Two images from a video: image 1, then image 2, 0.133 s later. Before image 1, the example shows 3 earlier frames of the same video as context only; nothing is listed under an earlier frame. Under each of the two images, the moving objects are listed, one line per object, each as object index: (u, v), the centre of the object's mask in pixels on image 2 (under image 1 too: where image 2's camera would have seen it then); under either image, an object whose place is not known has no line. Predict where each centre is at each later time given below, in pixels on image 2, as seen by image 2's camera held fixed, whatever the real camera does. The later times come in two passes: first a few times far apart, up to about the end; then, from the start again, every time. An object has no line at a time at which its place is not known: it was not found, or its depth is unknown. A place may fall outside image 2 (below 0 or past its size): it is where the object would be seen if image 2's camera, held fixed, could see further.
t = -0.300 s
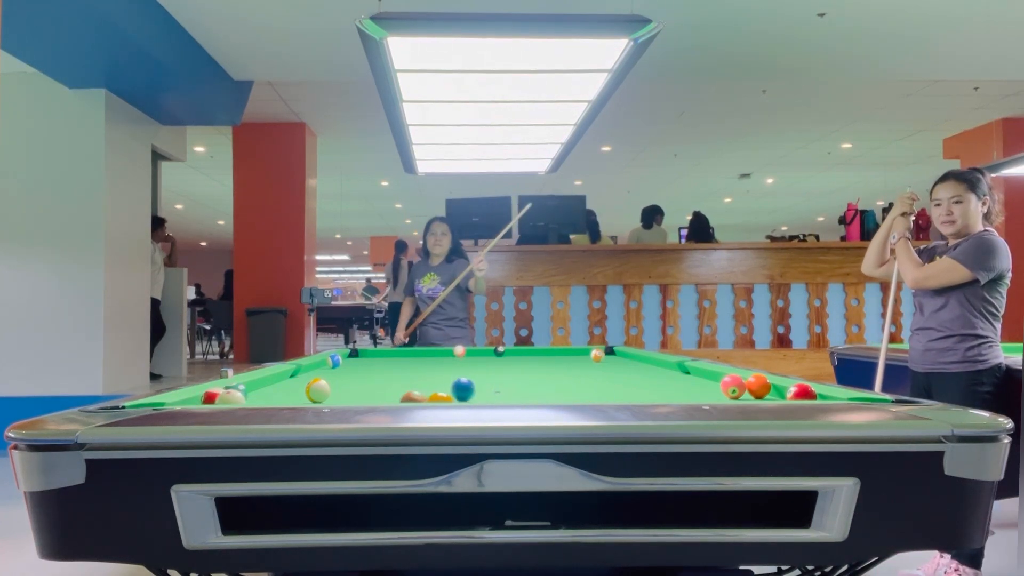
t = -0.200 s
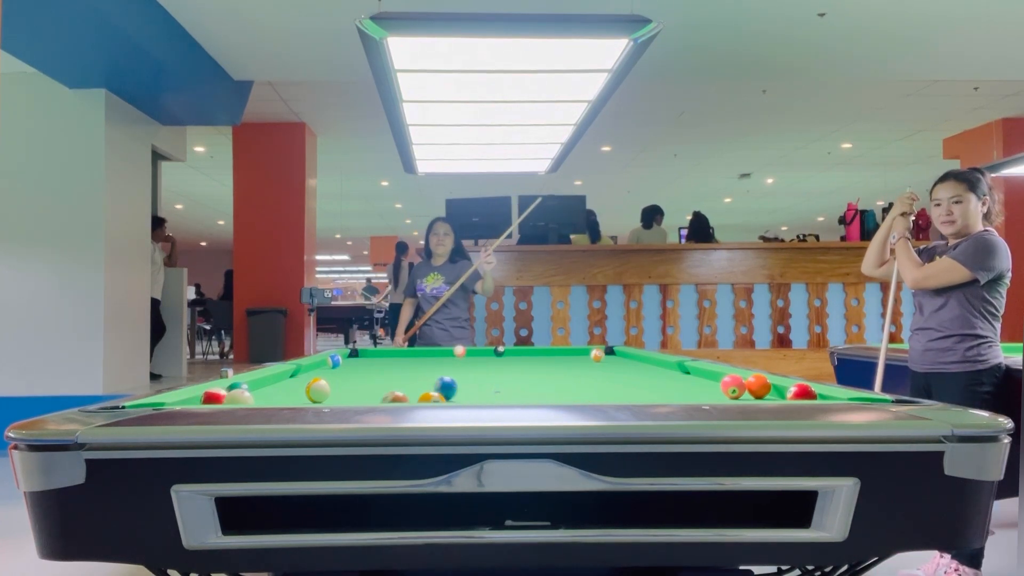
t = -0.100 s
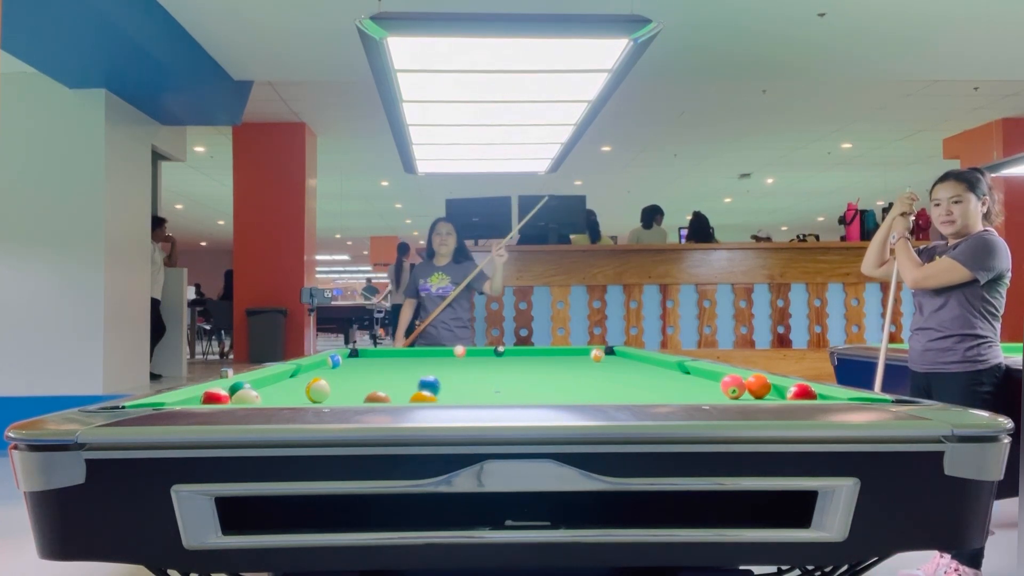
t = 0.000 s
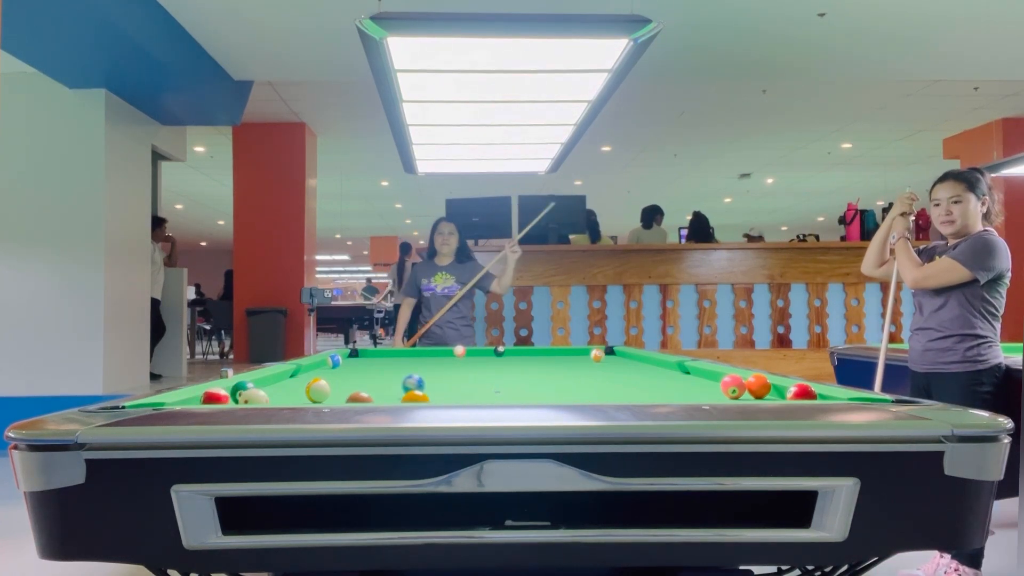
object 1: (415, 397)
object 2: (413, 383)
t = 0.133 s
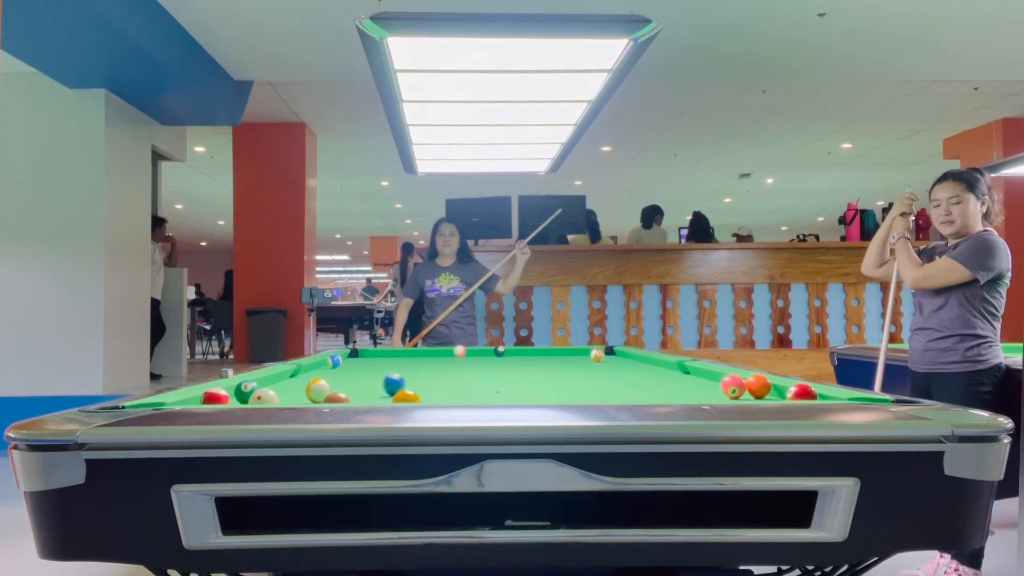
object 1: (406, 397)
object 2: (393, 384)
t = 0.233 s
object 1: (399, 397)
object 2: (380, 383)
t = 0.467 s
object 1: (386, 396)
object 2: (351, 381)
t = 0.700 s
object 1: (375, 396)
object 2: (327, 376)
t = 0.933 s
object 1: (366, 396)
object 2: (301, 376)
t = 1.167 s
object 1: (359, 395)
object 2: (288, 375)
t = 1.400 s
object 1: (358, 395)
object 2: (302, 374)
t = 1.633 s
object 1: (361, 394)
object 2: (317, 372)
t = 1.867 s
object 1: (363, 394)
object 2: (330, 372)
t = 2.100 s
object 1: (365, 394)
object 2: (342, 372)
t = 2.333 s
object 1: (367, 394)
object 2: (352, 371)
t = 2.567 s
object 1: (368, 394)
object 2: (363, 371)
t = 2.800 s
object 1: (368, 394)
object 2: (371, 370)
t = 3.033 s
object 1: (368, 394)
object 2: (379, 370)
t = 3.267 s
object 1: (368, 394)
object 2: (386, 369)
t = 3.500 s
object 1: (368, 394)
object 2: (392, 369)
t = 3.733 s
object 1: (368, 394)
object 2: (398, 369)
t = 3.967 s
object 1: (368, 394)
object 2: (403, 368)
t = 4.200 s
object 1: (368, 394)
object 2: (407, 368)
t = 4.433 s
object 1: (368, 394)
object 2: (409, 368)
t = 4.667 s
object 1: (368, 394)
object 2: (412, 368)
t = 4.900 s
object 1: (368, 394)
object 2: (413, 367)
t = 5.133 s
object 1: (368, 394)
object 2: (415, 367)
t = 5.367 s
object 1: (368, 394)
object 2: (415, 367)
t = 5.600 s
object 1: (368, 394)
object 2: (415, 367)
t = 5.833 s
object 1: (368, 394)
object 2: (415, 368)
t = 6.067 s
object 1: (368, 394)
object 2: (415, 368)
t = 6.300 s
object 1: (368, 394)
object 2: (415, 367)
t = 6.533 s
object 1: (368, 394)
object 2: (415, 367)
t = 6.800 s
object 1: (368, 394)
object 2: (415, 368)
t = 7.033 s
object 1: (368, 394)
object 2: (415, 368)
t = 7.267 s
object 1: (368, 394)
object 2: (415, 368)
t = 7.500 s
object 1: (368, 394)
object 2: (415, 368)
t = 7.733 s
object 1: (368, 394)
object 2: (415, 368)
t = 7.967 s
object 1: (368, 394)
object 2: (415, 367)
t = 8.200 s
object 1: (368, 394)
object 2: (415, 367)
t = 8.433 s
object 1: (368, 394)
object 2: (415, 368)
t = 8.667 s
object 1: (368, 394)
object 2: (415, 367)
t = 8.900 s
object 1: (368, 394)
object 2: (415, 367)
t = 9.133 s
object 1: (368, 394)
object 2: (415, 367)
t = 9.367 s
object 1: (368, 394)
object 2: (415, 367)
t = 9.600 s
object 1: (368, 394)
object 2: (415, 367)
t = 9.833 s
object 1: (368, 394)
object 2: (415, 367)
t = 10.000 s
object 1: (368, 394)
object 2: (415, 367)
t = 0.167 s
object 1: (403, 397)
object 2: (389, 384)
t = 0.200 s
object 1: (401, 397)
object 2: (385, 384)
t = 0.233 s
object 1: (399, 397)
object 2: (380, 383)
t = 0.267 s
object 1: (397, 397)
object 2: (376, 383)
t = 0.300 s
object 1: (395, 397)
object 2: (372, 383)
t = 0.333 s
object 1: (393, 397)
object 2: (367, 382)
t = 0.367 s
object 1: (392, 397)
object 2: (363, 382)
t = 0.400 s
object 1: (390, 397)
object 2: (359, 382)
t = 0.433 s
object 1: (388, 396)
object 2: (355, 381)
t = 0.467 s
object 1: (386, 396)
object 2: (351, 381)
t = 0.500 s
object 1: (385, 396)
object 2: (347, 381)
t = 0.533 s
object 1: (383, 396)
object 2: (343, 380)
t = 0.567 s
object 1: (381, 396)
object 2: (340, 380)
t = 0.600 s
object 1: (380, 396)
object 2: (336, 379)
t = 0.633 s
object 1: (378, 396)
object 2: (333, 379)
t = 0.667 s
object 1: (377, 396)
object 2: (330, 377)
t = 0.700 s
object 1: (375, 396)
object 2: (327, 376)
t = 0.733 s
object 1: (374, 396)
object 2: (323, 375)
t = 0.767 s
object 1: (372, 396)
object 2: (318, 374)
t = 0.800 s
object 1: (371, 396)
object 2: (314, 374)
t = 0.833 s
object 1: (370, 396)
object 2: (311, 375)
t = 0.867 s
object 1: (369, 396)
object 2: (307, 375)
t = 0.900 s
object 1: (367, 396)
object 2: (304, 376)
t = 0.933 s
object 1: (366, 396)
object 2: (301, 376)
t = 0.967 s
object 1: (365, 396)
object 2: (299, 377)
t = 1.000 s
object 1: (364, 396)
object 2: (296, 376)
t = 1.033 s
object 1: (363, 396)
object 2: (293, 376)
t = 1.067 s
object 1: (362, 395)
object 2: (290, 376)
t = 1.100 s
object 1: (361, 395)
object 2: (288, 375)
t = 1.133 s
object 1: (360, 395)
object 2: (286, 374)
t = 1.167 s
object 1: (359, 395)
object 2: (288, 375)
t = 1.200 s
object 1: (358, 395)
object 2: (290, 375)
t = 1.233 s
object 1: (357, 395)
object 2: (292, 375)
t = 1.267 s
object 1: (356, 395)
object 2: (294, 375)
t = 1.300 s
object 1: (356, 395)
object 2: (296, 375)
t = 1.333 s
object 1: (357, 395)
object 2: (298, 374)
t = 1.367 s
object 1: (357, 395)
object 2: (300, 374)
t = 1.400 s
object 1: (358, 395)
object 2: (302, 374)
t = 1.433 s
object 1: (358, 395)
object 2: (304, 374)
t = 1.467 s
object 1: (358, 395)
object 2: (306, 373)
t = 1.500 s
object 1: (359, 395)
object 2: (308, 373)
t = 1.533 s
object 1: (360, 395)
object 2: (310, 373)
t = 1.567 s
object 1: (360, 395)
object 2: (312, 372)
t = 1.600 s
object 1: (360, 395)
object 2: (315, 372)
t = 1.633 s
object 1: (361, 394)
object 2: (317, 372)
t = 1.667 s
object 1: (361, 394)
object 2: (319, 371)
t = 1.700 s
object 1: (361, 394)
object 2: (321, 371)
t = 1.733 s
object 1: (362, 394)
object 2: (323, 371)
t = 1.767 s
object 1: (362, 394)
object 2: (325, 371)
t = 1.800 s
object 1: (362, 394)
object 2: (326, 372)
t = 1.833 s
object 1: (363, 394)
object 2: (328, 372)
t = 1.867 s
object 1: (363, 394)
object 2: (330, 372)
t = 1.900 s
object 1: (363, 394)
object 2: (331, 372)
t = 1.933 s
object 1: (364, 394)
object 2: (333, 373)
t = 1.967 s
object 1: (364, 394)
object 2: (335, 373)
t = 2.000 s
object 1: (364, 394)
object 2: (337, 372)
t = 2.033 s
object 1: (365, 394)
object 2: (338, 372)
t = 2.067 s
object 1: (365, 394)
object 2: (340, 372)
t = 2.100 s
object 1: (365, 394)
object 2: (342, 372)
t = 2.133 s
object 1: (365, 394)
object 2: (343, 372)
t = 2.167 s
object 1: (366, 394)
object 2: (345, 372)
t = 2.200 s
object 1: (366, 394)
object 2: (346, 371)
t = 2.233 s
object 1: (366, 394)
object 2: (348, 371)
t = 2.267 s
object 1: (366, 394)
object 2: (349, 371)
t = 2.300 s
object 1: (366, 394)
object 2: (351, 371)
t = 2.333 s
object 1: (367, 394)
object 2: (352, 371)
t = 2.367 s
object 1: (367, 394)
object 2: (354, 371)
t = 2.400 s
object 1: (367, 394)
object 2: (356, 371)
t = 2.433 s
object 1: (367, 394)
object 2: (357, 371)
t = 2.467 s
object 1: (367, 394)
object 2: (359, 371)
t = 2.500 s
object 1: (367, 394)
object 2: (360, 371)
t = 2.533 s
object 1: (367, 394)
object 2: (361, 371)
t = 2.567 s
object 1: (368, 394)
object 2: (363, 371)
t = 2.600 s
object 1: (368, 394)
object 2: (364, 370)
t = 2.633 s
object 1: (368, 394)
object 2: (365, 370)
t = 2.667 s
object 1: (368, 394)
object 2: (367, 370)
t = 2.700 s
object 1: (368, 394)
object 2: (368, 370)
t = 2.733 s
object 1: (368, 394)
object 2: (369, 370)
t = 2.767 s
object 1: (368, 394)
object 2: (370, 370)
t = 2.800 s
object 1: (368, 394)
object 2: (371, 370)
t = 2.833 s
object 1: (368, 394)
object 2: (372, 370)
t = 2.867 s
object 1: (368, 394)
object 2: (374, 370)
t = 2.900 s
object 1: (368, 394)
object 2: (375, 370)
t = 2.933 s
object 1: (368, 394)
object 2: (376, 370)
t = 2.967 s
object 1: (368, 394)
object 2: (377, 370)
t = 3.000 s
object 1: (368, 394)
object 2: (378, 369)
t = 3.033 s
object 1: (368, 394)
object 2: (379, 370)
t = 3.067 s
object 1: (368, 394)
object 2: (380, 370)
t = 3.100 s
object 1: (368, 394)
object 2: (381, 370)
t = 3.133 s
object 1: (368, 394)
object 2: (382, 370)
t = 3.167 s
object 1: (368, 394)
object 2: (383, 370)
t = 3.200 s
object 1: (368, 394)
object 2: (384, 369)
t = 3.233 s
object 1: (368, 394)
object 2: (385, 369)
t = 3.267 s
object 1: (368, 394)
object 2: (386, 369)
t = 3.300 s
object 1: (368, 394)
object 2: (387, 369)
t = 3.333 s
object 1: (368, 394)
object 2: (388, 369)
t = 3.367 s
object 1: (368, 394)
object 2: (389, 369)
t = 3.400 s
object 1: (368, 394)
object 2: (390, 369)
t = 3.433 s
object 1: (368, 394)
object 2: (391, 369)
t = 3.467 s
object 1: (368, 394)
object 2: (391, 369)
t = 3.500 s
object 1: (368, 394)
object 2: (392, 369)
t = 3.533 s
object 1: (368, 394)
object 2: (393, 369)
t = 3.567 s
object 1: (368, 394)
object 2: (394, 369)
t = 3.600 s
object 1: (368, 394)
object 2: (395, 369)
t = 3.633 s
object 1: (368, 394)
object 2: (395, 369)
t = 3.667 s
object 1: (368, 394)
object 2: (396, 369)
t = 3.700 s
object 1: (368, 394)
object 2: (397, 369)
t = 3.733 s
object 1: (368, 394)
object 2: (398, 369)
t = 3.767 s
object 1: (368, 394)
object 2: (399, 368)
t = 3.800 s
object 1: (368, 394)
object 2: (399, 368)
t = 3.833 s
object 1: (368, 394)
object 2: (400, 368)
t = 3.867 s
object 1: (368, 394)
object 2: (401, 368)
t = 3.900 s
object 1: (368, 394)
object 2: (401, 368)
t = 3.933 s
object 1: (368, 394)
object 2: (402, 368)
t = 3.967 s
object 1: (368, 394)
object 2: (403, 368)
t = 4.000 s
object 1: (368, 394)
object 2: (403, 368)
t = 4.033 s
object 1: (368, 394)
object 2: (404, 368)
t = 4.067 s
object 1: (368, 394)
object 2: (404, 368)
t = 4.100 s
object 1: (368, 394)
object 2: (405, 368)
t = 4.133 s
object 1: (368, 394)
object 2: (406, 368)
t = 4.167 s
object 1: (368, 394)
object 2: (406, 368)
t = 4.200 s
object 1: (368, 394)
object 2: (407, 368)
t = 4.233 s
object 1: (368, 394)
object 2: (407, 368)
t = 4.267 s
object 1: (368, 394)
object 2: (407, 368)
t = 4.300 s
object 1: (368, 394)
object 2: (408, 368)
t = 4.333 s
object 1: (368, 394)
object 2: (408, 368)
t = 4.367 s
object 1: (368, 394)
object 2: (409, 368)
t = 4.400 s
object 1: (368, 394)
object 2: (409, 368)
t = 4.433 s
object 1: (368, 394)
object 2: (409, 368)
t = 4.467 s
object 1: (368, 394)
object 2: (410, 368)
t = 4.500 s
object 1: (368, 394)
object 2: (410, 368)
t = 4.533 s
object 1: (368, 394)
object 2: (410, 368)
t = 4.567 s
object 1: (368, 394)
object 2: (411, 368)
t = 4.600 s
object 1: (368, 394)
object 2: (411, 368)
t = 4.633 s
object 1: (368, 394)
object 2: (411, 368)
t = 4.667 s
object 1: (368, 394)
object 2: (412, 368)
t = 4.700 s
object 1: (368, 394)
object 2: (412, 368)
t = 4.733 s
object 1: (368, 394)
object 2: (412, 368)
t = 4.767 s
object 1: (368, 394)
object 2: (412, 367)
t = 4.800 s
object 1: (368, 394)
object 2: (413, 368)
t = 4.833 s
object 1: (368, 394)
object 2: (413, 367)
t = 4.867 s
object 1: (368, 394)
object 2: (413, 368)
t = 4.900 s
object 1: (368, 394)
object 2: (413, 367)
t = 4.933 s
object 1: (368, 394)
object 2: (414, 367)
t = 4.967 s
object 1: (368, 394)
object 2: (414, 367)
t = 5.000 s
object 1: (368, 394)
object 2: (414, 367)
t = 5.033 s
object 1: (368, 394)
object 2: (414, 367)
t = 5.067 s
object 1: (368, 394)
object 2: (414, 367)
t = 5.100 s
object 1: (368, 394)
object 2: (415, 367)
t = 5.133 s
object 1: (368, 394)
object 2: (415, 367)
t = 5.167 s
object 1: (368, 394)
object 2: (415, 367)
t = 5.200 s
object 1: (368, 394)
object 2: (415, 367)
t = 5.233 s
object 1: (368, 394)
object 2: (415, 367)
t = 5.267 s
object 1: (368, 394)
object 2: (415, 367)
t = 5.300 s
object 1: (368, 394)
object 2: (415, 367)
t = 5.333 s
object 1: (368, 394)
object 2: (415, 367)
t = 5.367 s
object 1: (368, 394)
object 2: (415, 367)
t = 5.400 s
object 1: (368, 394)
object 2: (415, 367)
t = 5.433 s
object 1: (368, 394)
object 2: (415, 367)
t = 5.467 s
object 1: (368, 394)
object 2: (415, 367)
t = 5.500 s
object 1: (368, 394)
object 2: (415, 368)
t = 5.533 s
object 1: (368, 394)
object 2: (415, 367)
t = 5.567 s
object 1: (368, 394)
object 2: (415, 367)
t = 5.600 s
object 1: (368, 394)
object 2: (415, 367)
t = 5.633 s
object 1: (368, 394)
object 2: (415, 368)
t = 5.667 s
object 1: (368, 394)
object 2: (415, 367)
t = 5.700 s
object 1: (368, 394)
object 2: (415, 367)
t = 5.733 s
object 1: (368, 394)
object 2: (415, 367)
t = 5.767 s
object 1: (368, 394)
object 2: (415, 367)
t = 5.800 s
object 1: (368, 394)
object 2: (415, 367)
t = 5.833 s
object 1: (368, 394)
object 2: (415, 368)
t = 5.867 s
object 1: (368, 394)
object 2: (415, 367)
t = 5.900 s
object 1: (368, 394)
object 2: (415, 367)
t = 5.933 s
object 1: (368, 394)
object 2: (415, 368)
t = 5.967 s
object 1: (368, 394)
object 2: (415, 368)
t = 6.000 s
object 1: (368, 394)
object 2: (415, 368)
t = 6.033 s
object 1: (368, 394)
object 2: (415, 367)
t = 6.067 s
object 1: (368, 394)
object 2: (415, 368)
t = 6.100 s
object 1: (368, 394)
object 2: (415, 368)
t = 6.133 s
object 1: (368, 394)
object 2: (415, 368)
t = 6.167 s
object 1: (368, 394)
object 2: (415, 368)
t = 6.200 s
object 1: (368, 394)
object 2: (415, 367)
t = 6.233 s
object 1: (368, 394)
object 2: (415, 367)
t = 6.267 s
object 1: (368, 394)
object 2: (415, 367)
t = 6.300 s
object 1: (368, 394)
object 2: (415, 367)
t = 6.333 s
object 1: (368, 394)
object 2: (415, 367)
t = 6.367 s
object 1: (368, 394)
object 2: (415, 368)
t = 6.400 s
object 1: (368, 394)
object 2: (415, 367)
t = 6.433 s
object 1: (368, 394)
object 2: (415, 367)
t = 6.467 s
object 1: (368, 394)
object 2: (415, 368)
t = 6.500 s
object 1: (368, 394)
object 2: (415, 368)
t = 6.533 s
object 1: (368, 394)
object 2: (415, 367)
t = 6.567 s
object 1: (368, 394)
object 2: (415, 368)
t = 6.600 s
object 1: (368, 394)
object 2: (415, 368)
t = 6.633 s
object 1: (368, 394)
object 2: (415, 367)
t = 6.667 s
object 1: (368, 394)
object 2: (415, 368)
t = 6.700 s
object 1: (368, 394)
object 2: (415, 368)
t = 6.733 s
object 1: (368, 394)
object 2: (415, 368)
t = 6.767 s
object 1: (368, 394)
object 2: (415, 368)
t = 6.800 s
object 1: (368, 394)
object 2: (415, 368)
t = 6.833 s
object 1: (368, 394)
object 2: (415, 368)
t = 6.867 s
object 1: (368, 394)
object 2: (415, 368)
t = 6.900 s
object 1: (368, 394)
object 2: (415, 368)
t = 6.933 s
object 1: (368, 394)
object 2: (415, 368)
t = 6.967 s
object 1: (368, 394)
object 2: (415, 368)
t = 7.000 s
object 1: (368, 394)
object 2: (415, 368)
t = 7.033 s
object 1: (368, 394)
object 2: (415, 368)
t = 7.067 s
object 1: (368, 394)
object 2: (415, 368)
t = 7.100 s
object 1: (368, 394)
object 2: (415, 368)
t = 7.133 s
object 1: (368, 394)
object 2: (415, 368)
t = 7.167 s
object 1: (368, 394)
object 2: (415, 368)
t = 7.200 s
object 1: (368, 394)
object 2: (415, 368)
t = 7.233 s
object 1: (368, 394)
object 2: (415, 368)
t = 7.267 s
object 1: (368, 394)
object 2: (415, 368)
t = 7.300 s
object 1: (368, 394)
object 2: (415, 368)
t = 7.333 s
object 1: (368, 394)
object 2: (415, 368)
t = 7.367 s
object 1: (368, 394)
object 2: (415, 368)
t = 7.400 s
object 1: (368, 394)
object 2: (415, 368)
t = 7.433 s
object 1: (368, 394)
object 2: (415, 368)
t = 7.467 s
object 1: (368, 394)
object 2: (415, 368)
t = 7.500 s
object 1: (368, 394)
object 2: (415, 368)
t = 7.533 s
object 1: (368, 394)
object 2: (415, 368)
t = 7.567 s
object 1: (368, 394)
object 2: (415, 368)
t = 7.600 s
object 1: (368, 394)
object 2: (415, 368)
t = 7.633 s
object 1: (368, 394)
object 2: (415, 367)
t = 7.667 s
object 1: (368, 394)
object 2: (415, 367)
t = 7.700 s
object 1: (368, 394)
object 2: (415, 367)
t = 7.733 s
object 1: (368, 394)
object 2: (415, 368)
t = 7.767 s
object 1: (368, 394)
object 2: (415, 367)
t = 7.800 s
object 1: (368, 394)
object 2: (415, 367)
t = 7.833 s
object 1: (368, 394)
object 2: (415, 368)
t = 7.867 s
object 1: (368, 394)
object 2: (415, 367)
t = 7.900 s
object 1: (368, 394)
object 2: (415, 367)
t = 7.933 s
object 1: (368, 394)
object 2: (415, 367)
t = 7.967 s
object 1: (368, 394)
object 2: (415, 367)
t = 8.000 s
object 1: (368, 394)
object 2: (415, 367)
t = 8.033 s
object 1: (368, 394)
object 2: (415, 367)
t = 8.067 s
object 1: (368, 394)
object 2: (415, 367)
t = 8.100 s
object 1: (368, 394)
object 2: (415, 367)
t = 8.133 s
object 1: (368, 394)
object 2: (415, 367)
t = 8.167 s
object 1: (368, 394)
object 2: (415, 368)
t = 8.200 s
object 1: (368, 394)
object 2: (415, 367)
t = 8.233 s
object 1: (368, 394)
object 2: (415, 368)
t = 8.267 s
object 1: (368, 394)
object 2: (415, 367)
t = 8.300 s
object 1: (368, 394)
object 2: (415, 367)
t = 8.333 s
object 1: (368, 394)
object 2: (415, 368)
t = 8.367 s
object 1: (368, 394)
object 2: (415, 367)
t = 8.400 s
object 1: (368, 394)
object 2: (415, 367)
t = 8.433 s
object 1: (368, 394)
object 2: (415, 368)
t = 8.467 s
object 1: (368, 394)
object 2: (415, 368)
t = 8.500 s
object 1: (368, 394)
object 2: (415, 368)
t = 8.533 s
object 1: (368, 394)
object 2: (415, 368)
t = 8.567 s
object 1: (368, 394)
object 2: (415, 367)
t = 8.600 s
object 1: (368, 394)
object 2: (415, 368)
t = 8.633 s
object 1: (368, 394)
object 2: (415, 368)
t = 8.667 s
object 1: (368, 394)
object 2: (415, 367)
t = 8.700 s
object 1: (368, 394)
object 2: (415, 367)
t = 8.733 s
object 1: (368, 394)
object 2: (415, 367)
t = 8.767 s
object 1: (368, 394)
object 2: (415, 367)
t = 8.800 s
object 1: (368, 394)
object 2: (415, 367)
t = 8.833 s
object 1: (368, 394)
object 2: (415, 367)
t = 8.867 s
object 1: (368, 394)
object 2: (415, 367)
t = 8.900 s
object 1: (368, 394)
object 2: (415, 367)
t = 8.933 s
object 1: (368, 394)
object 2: (415, 367)
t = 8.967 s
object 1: (368, 394)
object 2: (415, 367)
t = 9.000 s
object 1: (368, 394)
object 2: (415, 367)
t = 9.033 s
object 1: (368, 394)
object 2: (415, 367)
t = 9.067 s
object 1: (368, 394)
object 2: (415, 367)
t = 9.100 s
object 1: (368, 394)
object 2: (415, 367)
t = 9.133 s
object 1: (368, 394)
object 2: (415, 367)
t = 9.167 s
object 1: (368, 394)
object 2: (415, 367)
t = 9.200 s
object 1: (368, 394)
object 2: (415, 367)
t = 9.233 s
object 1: (368, 394)
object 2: (415, 367)
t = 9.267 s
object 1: (368, 394)
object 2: (415, 367)
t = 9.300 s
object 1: (368, 394)
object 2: (415, 367)
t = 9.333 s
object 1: (368, 394)
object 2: (415, 367)
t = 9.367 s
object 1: (368, 394)
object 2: (415, 367)
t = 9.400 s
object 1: (368, 394)
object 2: (415, 367)
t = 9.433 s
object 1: (368, 394)
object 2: (415, 367)
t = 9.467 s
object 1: (368, 394)
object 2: (415, 367)
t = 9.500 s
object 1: (368, 394)
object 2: (415, 367)
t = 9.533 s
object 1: (368, 394)
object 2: (415, 367)
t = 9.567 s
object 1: (368, 394)
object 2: (415, 367)
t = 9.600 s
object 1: (368, 394)
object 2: (415, 367)
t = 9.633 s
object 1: (368, 394)
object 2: (415, 367)
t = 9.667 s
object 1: (368, 394)
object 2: (415, 367)
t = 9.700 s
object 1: (368, 394)
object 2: (415, 367)
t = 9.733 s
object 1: (368, 394)
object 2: (415, 367)
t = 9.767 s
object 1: (368, 394)
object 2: (415, 367)
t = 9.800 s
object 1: (368, 394)
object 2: (415, 367)
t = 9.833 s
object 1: (368, 394)
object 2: (415, 367)
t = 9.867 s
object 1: (368, 394)
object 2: (415, 367)
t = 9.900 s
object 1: (368, 394)
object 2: (415, 367)
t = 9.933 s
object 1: (368, 394)
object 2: (415, 367)
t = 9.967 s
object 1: (368, 394)
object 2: (415, 367)
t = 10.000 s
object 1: (368, 394)
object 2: (415, 367)
